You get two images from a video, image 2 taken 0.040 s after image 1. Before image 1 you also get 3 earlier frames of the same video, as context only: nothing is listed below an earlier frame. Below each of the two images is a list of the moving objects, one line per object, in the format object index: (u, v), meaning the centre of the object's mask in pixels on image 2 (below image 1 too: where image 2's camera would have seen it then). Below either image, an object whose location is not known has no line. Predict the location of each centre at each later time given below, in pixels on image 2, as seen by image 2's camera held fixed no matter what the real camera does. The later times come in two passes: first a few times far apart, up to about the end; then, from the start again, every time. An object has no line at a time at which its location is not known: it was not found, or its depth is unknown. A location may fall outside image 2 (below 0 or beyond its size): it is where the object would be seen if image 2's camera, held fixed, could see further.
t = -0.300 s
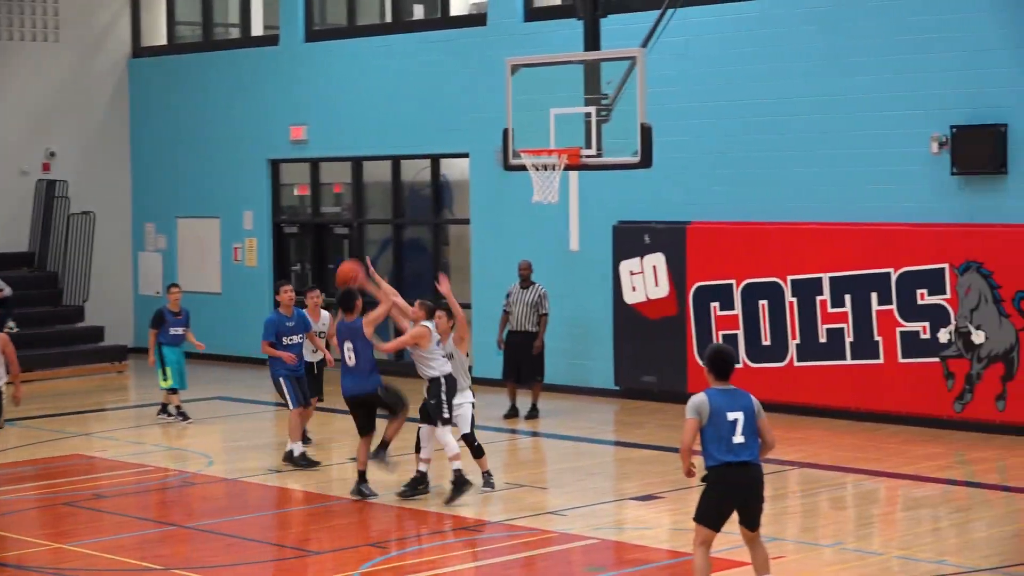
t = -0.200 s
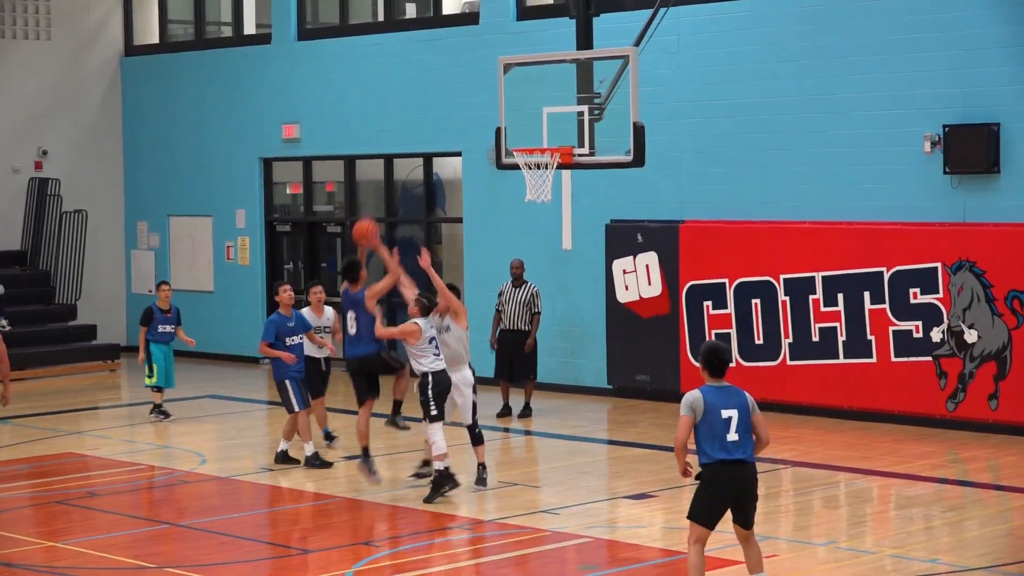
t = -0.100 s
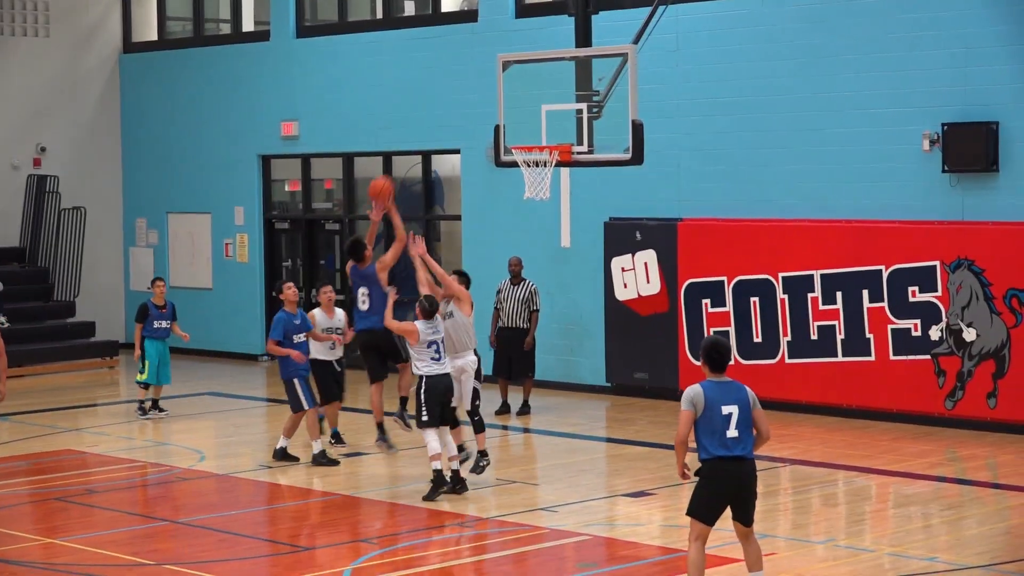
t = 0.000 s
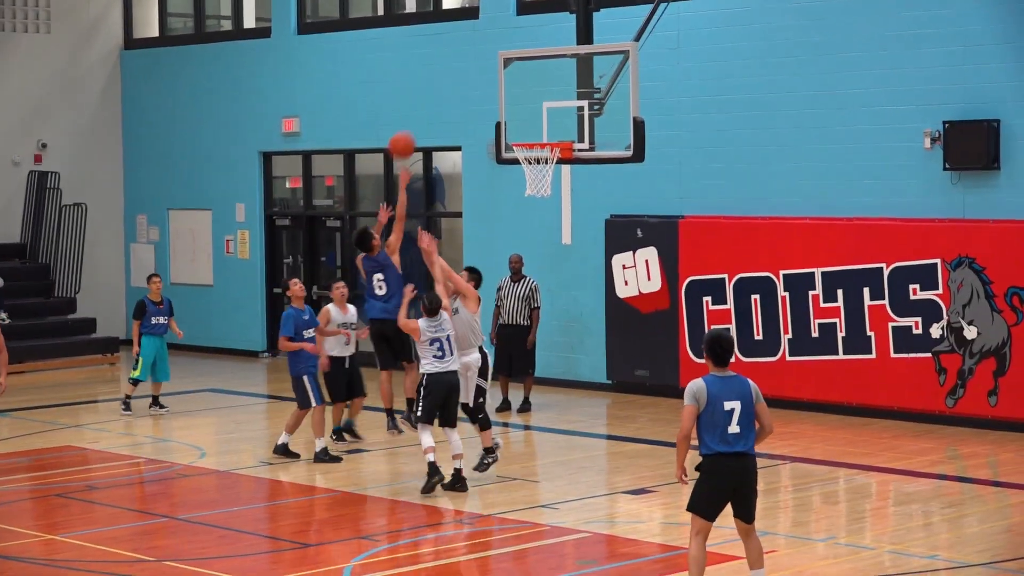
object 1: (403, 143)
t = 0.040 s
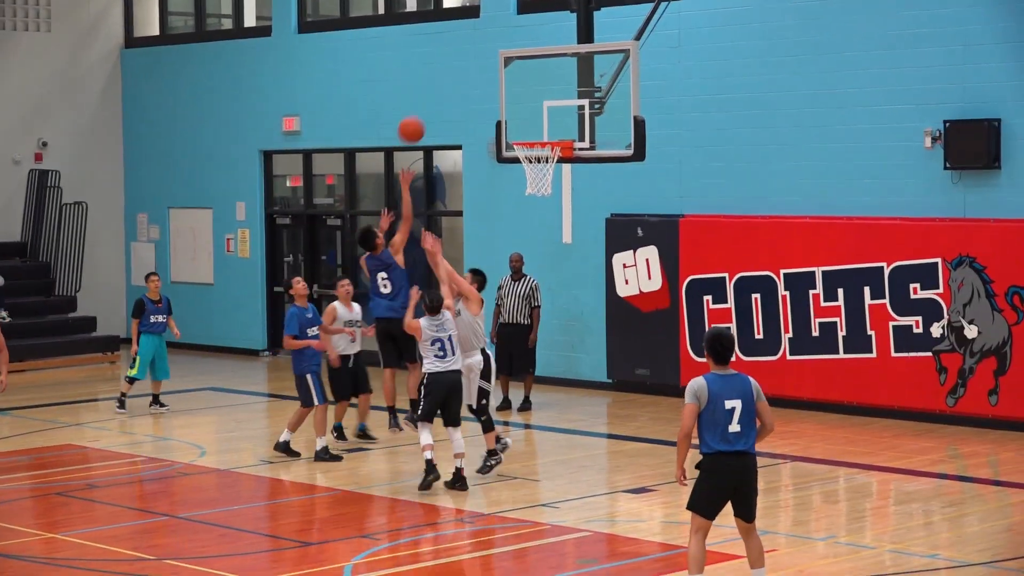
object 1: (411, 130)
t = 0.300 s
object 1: (466, 81)
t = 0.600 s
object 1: (527, 114)
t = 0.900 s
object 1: (542, 91)
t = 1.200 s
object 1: (528, 121)
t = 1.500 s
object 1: (558, 173)
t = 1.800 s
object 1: (552, 225)
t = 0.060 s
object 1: (415, 123)
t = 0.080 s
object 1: (420, 117)
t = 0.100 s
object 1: (424, 112)
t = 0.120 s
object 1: (428, 107)
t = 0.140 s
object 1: (433, 102)
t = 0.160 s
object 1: (437, 98)
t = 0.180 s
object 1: (441, 94)
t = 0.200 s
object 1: (446, 91)
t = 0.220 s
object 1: (450, 88)
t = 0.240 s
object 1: (454, 86)
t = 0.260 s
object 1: (458, 84)
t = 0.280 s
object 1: (462, 82)
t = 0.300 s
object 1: (466, 81)
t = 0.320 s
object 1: (471, 81)
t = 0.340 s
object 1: (475, 80)
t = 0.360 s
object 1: (479, 80)
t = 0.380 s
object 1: (483, 81)
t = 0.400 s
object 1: (487, 82)
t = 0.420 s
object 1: (491, 84)
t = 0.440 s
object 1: (495, 85)
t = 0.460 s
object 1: (500, 88)
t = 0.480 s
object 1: (503, 90)
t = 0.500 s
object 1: (507, 93)
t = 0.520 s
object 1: (511, 97)
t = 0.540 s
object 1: (515, 100)
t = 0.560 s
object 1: (519, 104)
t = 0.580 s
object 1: (523, 109)
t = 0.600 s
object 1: (527, 114)
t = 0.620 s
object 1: (530, 119)
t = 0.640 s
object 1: (534, 125)
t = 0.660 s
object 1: (538, 130)
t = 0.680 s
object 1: (540, 127)
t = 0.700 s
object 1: (542, 122)
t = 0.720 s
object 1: (543, 117)
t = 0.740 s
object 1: (545, 112)
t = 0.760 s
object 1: (547, 108)
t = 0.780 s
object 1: (549, 104)
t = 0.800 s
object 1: (548, 101)
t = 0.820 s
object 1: (547, 98)
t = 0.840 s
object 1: (546, 95)
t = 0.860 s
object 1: (544, 94)
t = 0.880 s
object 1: (544, 92)
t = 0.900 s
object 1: (542, 91)
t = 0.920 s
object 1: (541, 90)
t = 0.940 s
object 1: (540, 89)
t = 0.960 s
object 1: (539, 90)
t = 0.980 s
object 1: (538, 90)
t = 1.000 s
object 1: (538, 91)
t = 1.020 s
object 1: (537, 92)
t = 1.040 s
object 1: (536, 93)
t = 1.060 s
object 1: (535, 95)
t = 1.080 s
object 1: (534, 98)
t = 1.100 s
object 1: (533, 101)
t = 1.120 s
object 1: (531, 104)
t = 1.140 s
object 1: (531, 108)
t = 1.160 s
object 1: (530, 112)
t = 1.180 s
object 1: (529, 116)
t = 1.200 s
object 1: (528, 121)
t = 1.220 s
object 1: (527, 126)
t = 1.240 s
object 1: (526, 131)
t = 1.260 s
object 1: (525, 135)
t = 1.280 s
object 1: (528, 137)
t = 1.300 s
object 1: (532, 147)
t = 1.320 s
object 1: (536, 153)
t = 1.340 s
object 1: (540, 155)
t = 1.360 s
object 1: (543, 161)
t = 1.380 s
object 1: (548, 164)
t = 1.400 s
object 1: (551, 168)
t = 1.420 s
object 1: (553, 170)
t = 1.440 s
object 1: (555, 171)
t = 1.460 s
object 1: (556, 172)
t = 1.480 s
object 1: (557, 172)
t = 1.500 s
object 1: (558, 173)
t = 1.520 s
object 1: (558, 173)
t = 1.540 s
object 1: (558, 174)
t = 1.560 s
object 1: (556, 178)
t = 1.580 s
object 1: (557, 178)
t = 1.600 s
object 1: (556, 186)
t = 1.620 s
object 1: (556, 185)
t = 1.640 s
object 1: (556, 187)
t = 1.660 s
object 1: (555, 193)
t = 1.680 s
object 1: (555, 195)
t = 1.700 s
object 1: (554, 198)
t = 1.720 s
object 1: (554, 203)
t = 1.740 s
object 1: (553, 208)
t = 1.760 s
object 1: (553, 213)
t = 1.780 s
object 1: (553, 219)
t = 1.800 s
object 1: (552, 225)
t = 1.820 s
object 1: (552, 232)
